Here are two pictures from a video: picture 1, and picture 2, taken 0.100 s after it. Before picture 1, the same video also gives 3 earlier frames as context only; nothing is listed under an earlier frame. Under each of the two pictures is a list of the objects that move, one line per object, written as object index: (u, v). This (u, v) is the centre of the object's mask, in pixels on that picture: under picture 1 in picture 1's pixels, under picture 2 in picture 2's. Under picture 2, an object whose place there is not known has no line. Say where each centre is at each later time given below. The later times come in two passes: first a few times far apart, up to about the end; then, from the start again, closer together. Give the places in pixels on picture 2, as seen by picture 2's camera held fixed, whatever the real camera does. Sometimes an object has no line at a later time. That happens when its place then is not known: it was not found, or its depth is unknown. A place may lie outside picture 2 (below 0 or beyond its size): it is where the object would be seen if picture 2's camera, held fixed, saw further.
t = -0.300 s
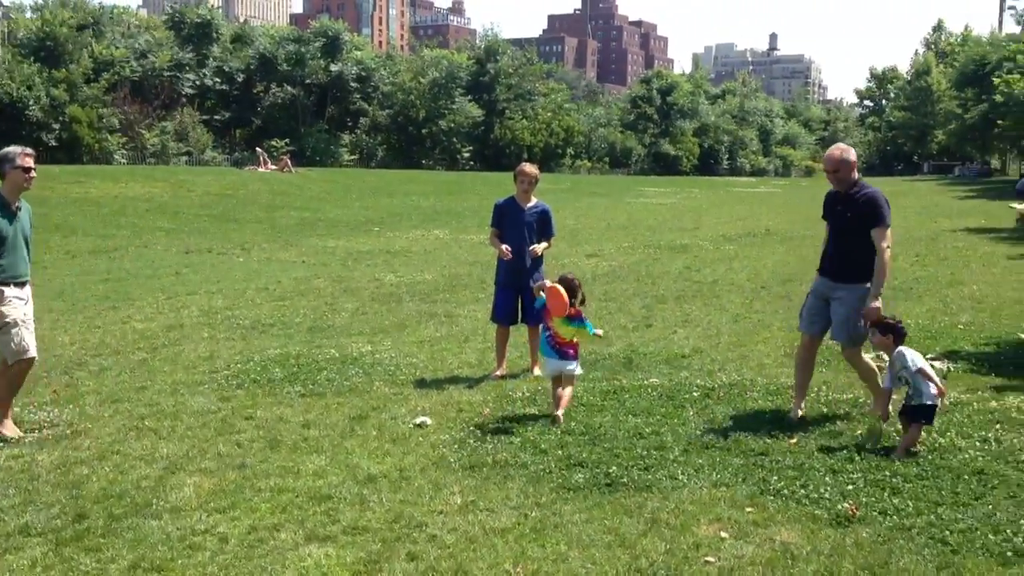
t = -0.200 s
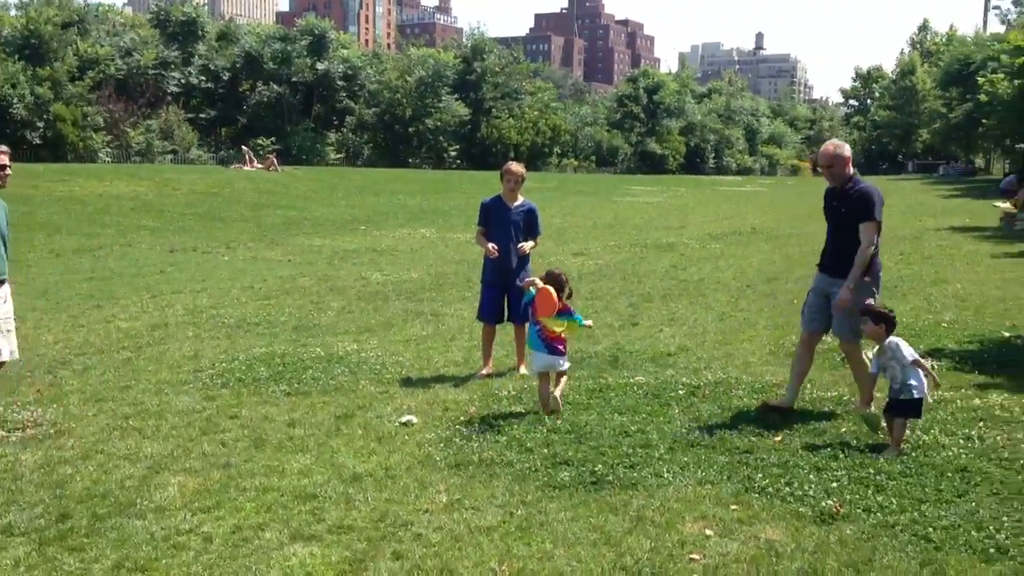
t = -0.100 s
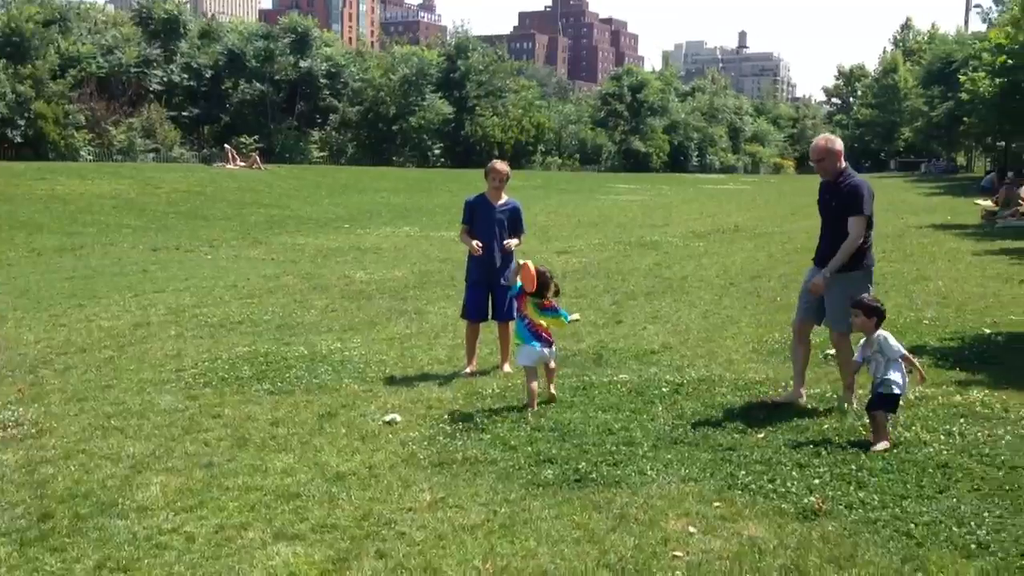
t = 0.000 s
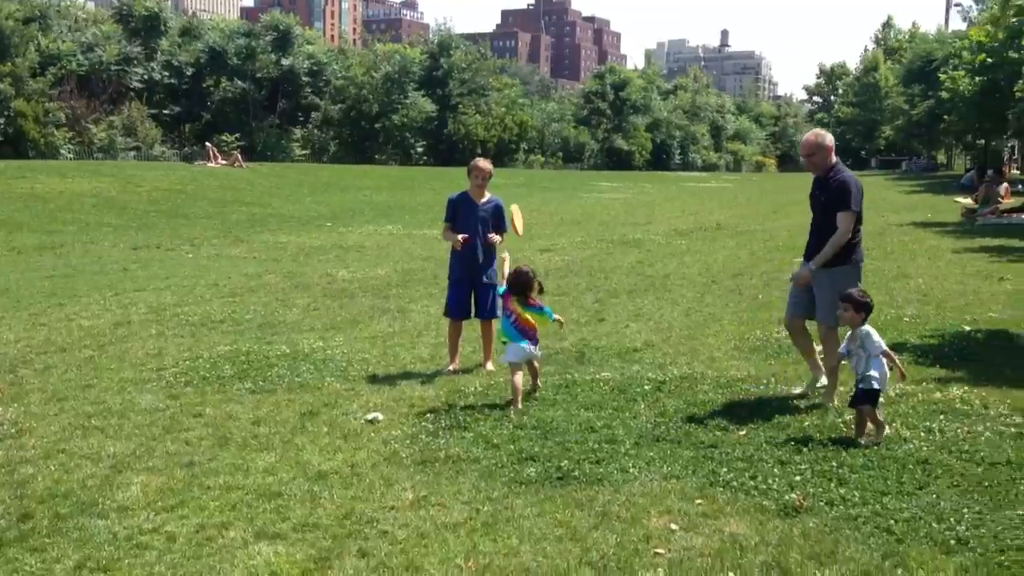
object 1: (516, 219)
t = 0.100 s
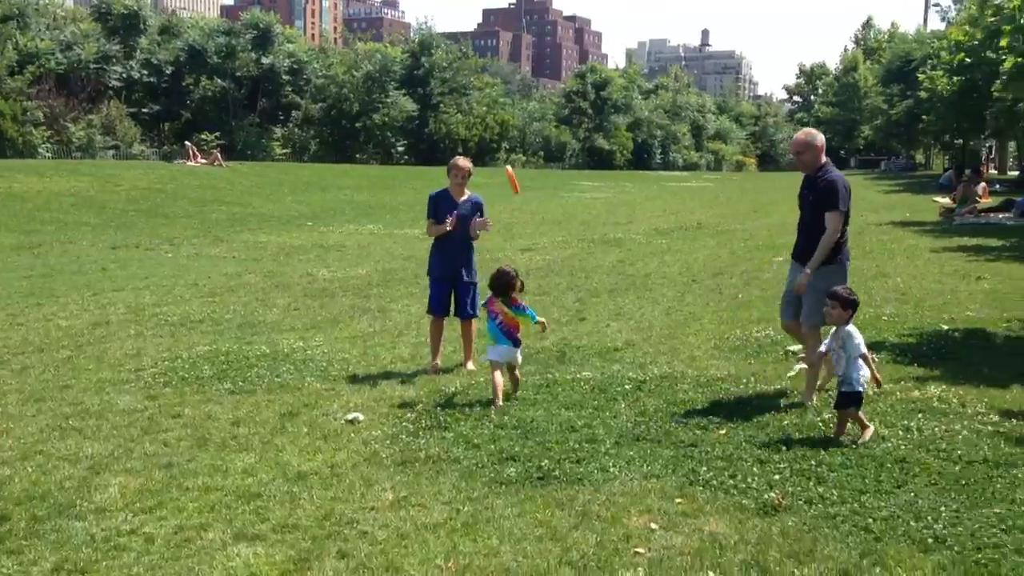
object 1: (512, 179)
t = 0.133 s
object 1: (516, 170)
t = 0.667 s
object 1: (646, 211)
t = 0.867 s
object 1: (716, 278)
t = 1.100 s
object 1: (777, 324)
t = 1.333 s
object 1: (759, 319)
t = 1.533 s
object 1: (753, 328)
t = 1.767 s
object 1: (753, 328)
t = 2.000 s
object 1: (753, 328)
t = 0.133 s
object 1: (516, 170)
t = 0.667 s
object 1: (646, 211)
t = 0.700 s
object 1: (657, 222)
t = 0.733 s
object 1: (669, 233)
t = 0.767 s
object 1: (680, 244)
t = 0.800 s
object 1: (692, 256)
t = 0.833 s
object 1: (703, 267)
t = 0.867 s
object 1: (716, 278)
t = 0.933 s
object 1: (742, 300)
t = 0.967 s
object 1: (757, 310)
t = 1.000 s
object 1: (770, 321)
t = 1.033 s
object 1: (781, 328)
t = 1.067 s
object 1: (780, 327)
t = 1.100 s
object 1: (777, 324)
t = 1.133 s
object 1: (773, 320)
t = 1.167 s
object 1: (770, 319)
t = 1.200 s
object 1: (767, 317)
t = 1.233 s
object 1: (765, 317)
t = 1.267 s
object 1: (763, 317)
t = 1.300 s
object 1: (761, 318)
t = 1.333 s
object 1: (759, 319)
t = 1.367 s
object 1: (757, 322)
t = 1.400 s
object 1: (757, 325)
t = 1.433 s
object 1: (756, 327)
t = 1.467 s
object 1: (756, 328)
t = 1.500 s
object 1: (754, 328)
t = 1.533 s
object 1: (753, 328)
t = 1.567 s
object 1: (753, 328)
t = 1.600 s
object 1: (753, 328)
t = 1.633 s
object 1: (753, 328)
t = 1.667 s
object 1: (753, 328)
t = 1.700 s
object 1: (753, 328)
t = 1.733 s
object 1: (753, 328)
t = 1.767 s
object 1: (753, 328)
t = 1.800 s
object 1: (753, 328)
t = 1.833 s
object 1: (753, 328)
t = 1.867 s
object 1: (753, 328)
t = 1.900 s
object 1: (753, 328)
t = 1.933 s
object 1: (753, 328)
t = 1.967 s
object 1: (753, 328)
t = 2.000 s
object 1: (753, 328)
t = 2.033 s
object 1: (753, 328)
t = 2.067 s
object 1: (753, 328)
